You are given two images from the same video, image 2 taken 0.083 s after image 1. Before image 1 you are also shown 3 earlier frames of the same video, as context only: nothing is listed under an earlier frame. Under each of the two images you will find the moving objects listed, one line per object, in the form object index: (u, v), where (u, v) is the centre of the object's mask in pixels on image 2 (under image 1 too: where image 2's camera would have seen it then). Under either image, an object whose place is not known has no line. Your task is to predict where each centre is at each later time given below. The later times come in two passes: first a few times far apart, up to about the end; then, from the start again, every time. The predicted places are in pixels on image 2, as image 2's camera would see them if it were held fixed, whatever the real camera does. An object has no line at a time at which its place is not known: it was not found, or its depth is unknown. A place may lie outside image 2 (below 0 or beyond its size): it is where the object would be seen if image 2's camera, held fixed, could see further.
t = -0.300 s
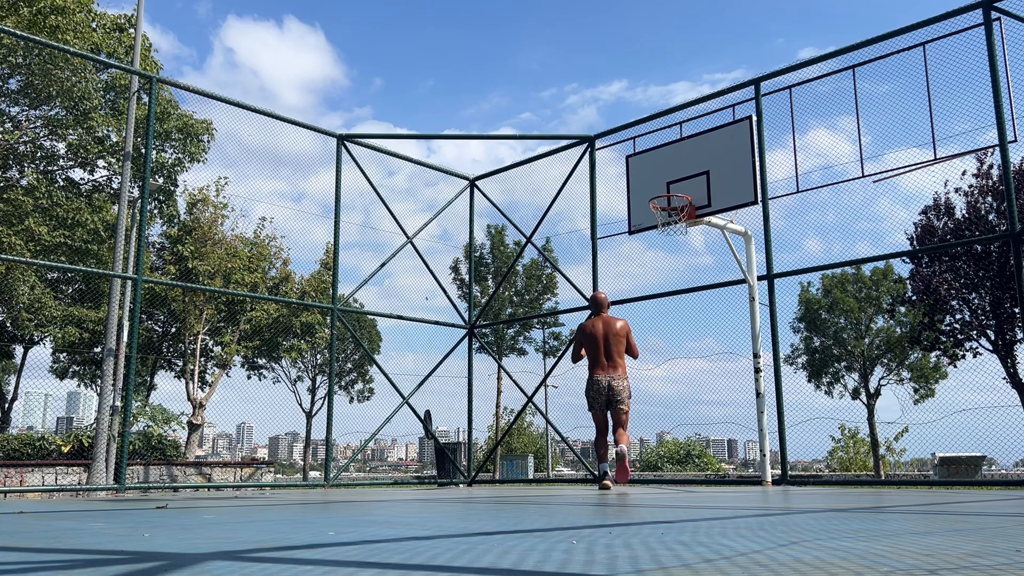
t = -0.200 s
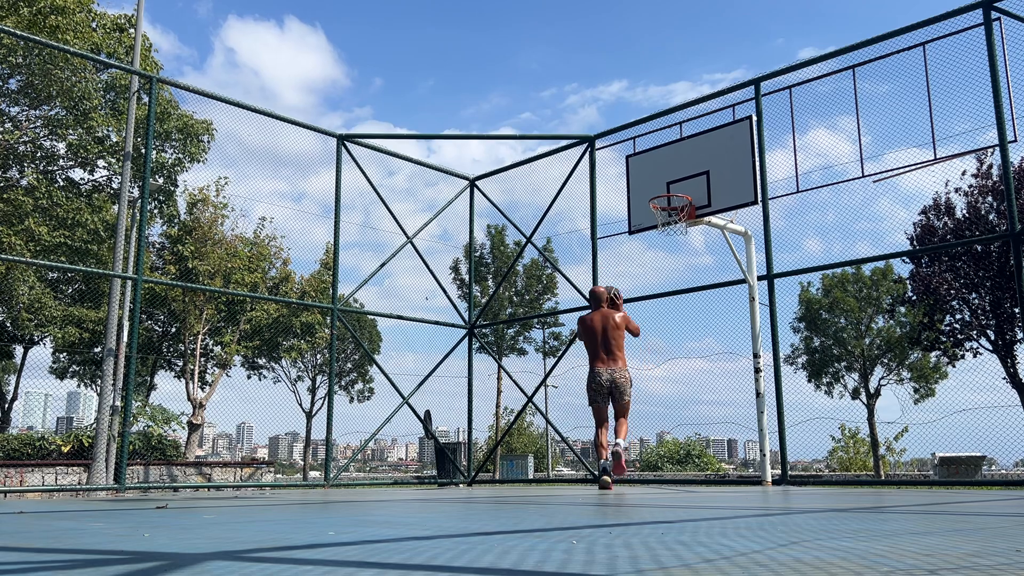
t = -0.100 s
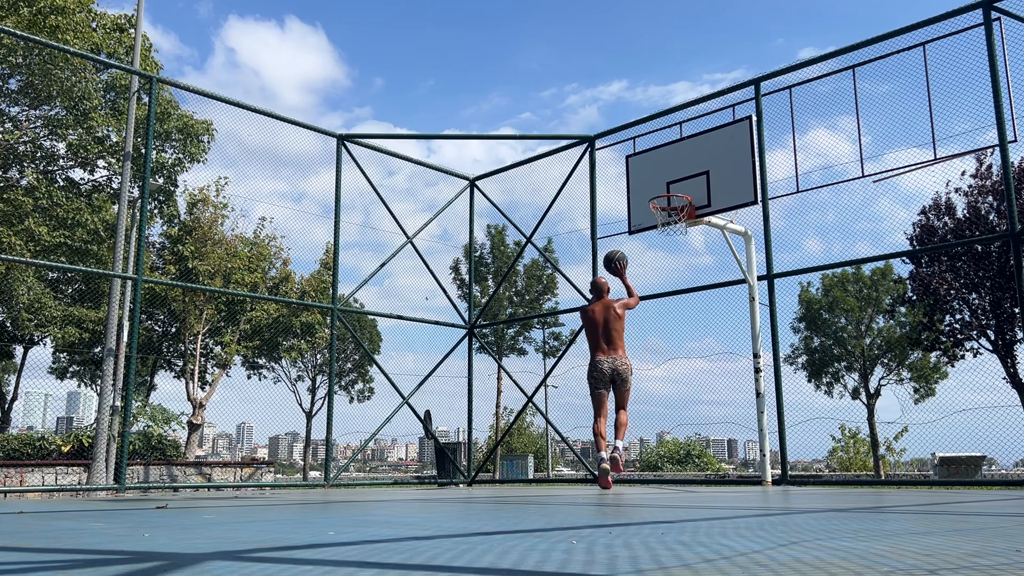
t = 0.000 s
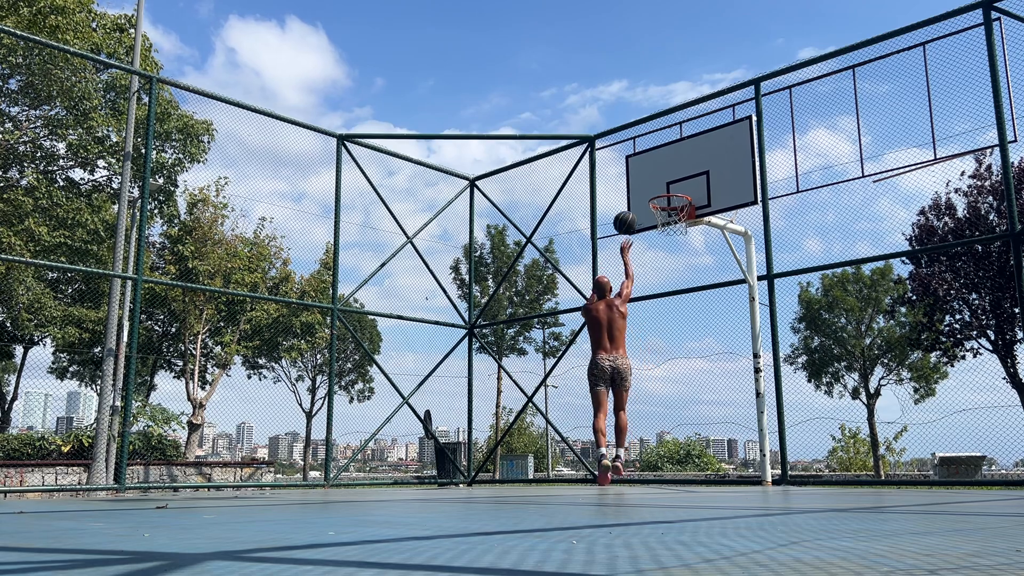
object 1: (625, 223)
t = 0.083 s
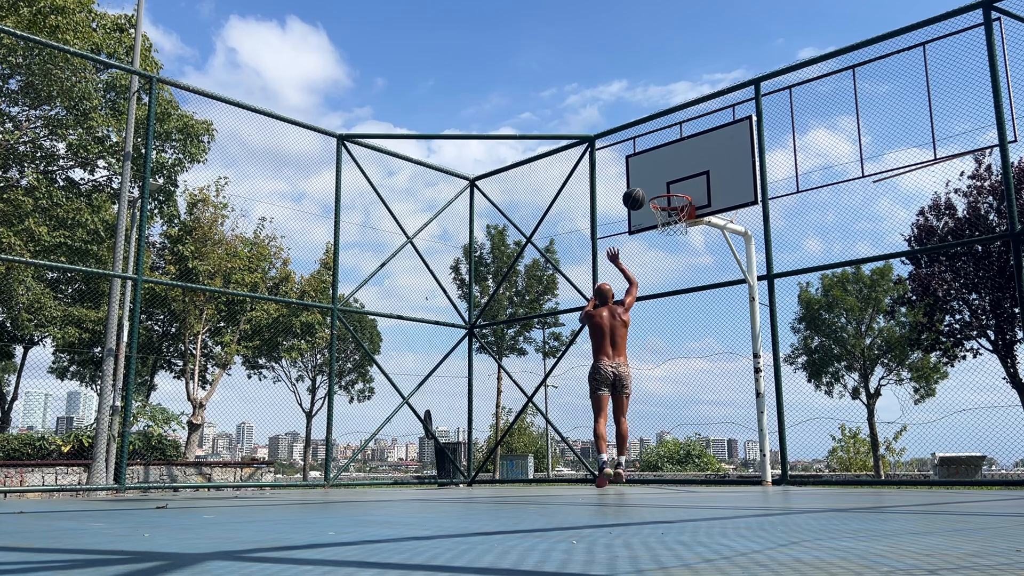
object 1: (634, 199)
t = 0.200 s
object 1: (646, 178)
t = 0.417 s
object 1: (667, 172)
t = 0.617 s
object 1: (672, 190)
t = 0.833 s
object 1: (678, 223)
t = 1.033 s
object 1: (707, 277)
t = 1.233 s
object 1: (738, 369)
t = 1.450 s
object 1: (771, 451)
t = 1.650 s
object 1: (787, 360)
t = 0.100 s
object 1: (636, 195)
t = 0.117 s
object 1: (638, 191)
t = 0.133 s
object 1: (640, 188)
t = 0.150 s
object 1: (641, 185)
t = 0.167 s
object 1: (642, 183)
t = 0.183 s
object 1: (644, 180)
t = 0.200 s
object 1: (646, 178)
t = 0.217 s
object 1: (648, 176)
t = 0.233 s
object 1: (649, 175)
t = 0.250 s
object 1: (651, 173)
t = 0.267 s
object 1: (652, 172)
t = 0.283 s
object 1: (654, 171)
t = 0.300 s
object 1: (656, 170)
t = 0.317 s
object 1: (657, 170)
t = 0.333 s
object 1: (659, 170)
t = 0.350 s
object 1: (660, 170)
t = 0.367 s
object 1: (662, 170)
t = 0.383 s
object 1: (664, 170)
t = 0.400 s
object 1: (665, 171)
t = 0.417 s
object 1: (667, 172)
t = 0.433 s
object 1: (669, 173)
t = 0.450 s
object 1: (670, 174)
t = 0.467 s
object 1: (672, 176)
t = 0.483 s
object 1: (673, 177)
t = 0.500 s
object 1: (675, 179)
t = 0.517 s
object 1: (677, 182)
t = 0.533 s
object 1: (678, 184)
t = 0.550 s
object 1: (680, 186)
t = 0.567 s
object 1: (679, 187)
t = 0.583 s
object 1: (677, 187)
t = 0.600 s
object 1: (675, 187)
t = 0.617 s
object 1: (672, 190)
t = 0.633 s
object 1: (670, 193)
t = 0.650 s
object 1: (667, 195)
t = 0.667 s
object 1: (665, 196)
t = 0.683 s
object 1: (663, 199)
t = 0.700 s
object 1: (660, 201)
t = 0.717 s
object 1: (660, 203)
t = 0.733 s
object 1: (663, 205)
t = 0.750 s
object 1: (665, 208)
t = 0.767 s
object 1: (668, 212)
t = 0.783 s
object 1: (670, 214)
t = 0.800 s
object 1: (671, 216)
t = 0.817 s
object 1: (675, 219)
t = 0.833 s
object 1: (678, 223)
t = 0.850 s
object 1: (680, 228)
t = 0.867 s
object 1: (683, 231)
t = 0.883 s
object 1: (686, 234)
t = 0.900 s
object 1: (688, 237)
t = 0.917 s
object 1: (690, 241)
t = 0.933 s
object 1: (693, 246)
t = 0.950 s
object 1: (695, 251)
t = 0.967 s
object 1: (697, 256)
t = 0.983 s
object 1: (700, 261)
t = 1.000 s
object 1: (702, 266)
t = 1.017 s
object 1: (705, 272)
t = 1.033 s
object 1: (707, 277)
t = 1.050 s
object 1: (709, 284)
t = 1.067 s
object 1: (711, 290)
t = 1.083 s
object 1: (714, 297)
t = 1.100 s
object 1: (717, 304)
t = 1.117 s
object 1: (719, 311)
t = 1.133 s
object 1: (722, 318)
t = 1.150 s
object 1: (725, 326)
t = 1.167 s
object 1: (727, 334)
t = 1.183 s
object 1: (730, 342)
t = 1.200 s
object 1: (733, 351)
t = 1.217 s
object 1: (735, 359)
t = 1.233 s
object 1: (738, 369)
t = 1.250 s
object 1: (741, 378)
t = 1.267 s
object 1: (744, 388)
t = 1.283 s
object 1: (747, 398)
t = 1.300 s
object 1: (749, 408)
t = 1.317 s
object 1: (752, 419)
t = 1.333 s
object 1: (755, 430)
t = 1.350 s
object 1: (758, 441)
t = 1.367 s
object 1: (761, 453)
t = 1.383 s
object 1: (765, 464)
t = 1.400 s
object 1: (766, 476)
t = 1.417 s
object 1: (767, 470)
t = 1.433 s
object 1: (770, 460)
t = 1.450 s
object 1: (771, 451)
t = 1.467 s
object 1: (773, 442)
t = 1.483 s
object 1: (773, 433)
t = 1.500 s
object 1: (774, 424)
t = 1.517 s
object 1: (776, 416)
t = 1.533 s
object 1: (777, 408)
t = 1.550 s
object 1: (778, 400)
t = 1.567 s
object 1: (780, 393)
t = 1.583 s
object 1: (781, 386)
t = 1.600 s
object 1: (782, 378)
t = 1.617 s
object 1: (784, 372)
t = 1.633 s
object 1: (786, 366)
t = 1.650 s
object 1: (787, 360)
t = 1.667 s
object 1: (787, 354)
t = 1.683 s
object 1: (789, 348)
